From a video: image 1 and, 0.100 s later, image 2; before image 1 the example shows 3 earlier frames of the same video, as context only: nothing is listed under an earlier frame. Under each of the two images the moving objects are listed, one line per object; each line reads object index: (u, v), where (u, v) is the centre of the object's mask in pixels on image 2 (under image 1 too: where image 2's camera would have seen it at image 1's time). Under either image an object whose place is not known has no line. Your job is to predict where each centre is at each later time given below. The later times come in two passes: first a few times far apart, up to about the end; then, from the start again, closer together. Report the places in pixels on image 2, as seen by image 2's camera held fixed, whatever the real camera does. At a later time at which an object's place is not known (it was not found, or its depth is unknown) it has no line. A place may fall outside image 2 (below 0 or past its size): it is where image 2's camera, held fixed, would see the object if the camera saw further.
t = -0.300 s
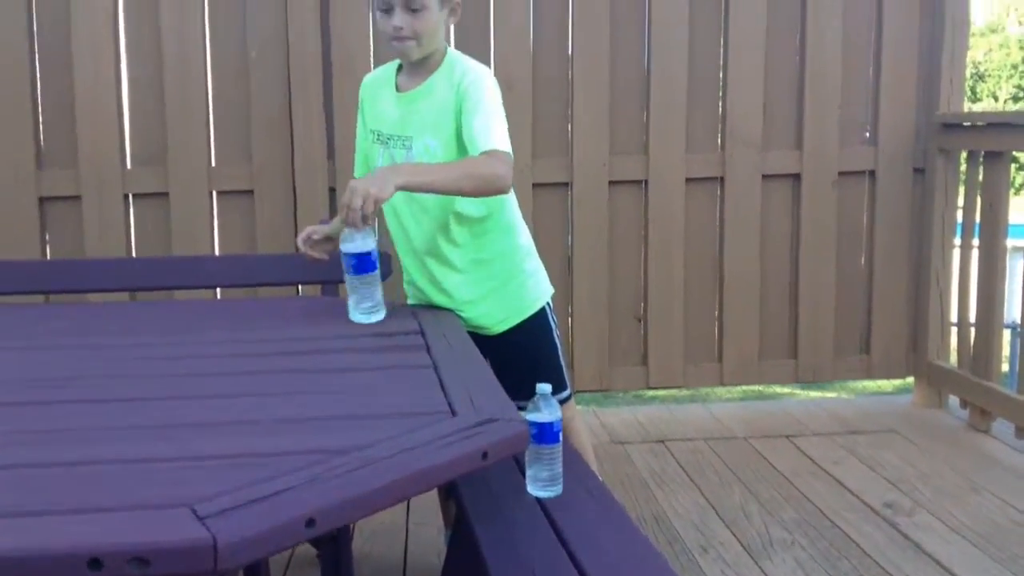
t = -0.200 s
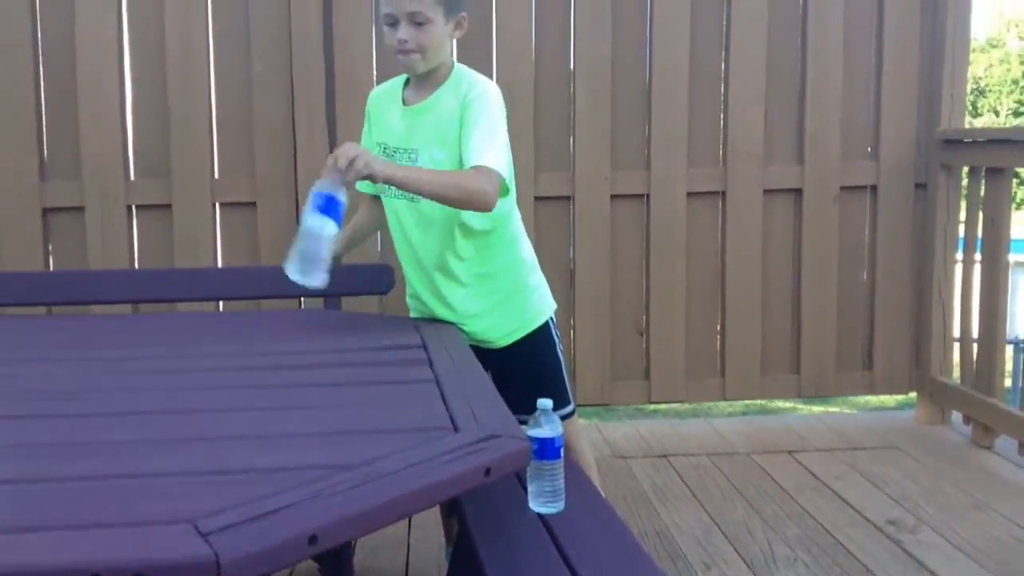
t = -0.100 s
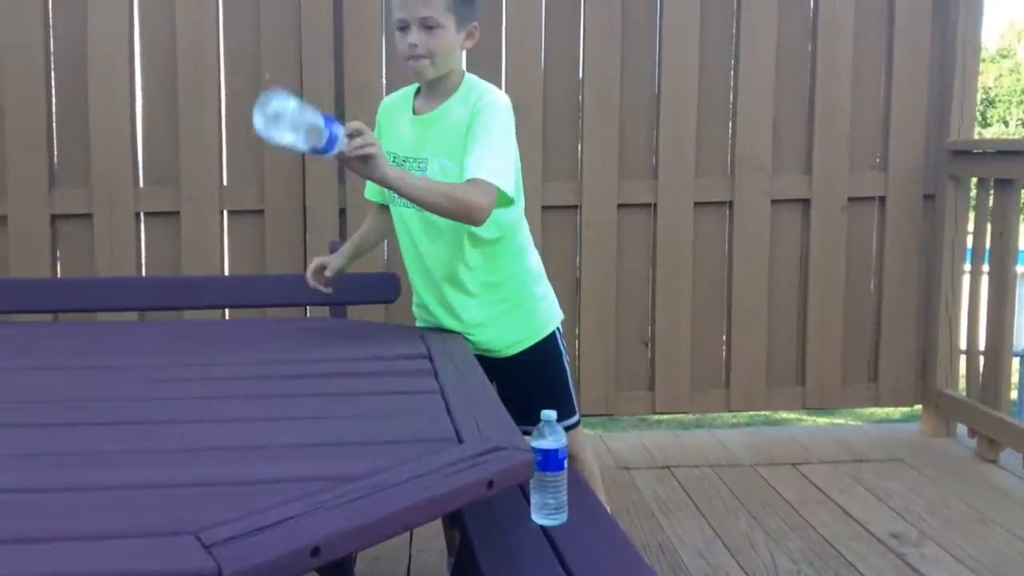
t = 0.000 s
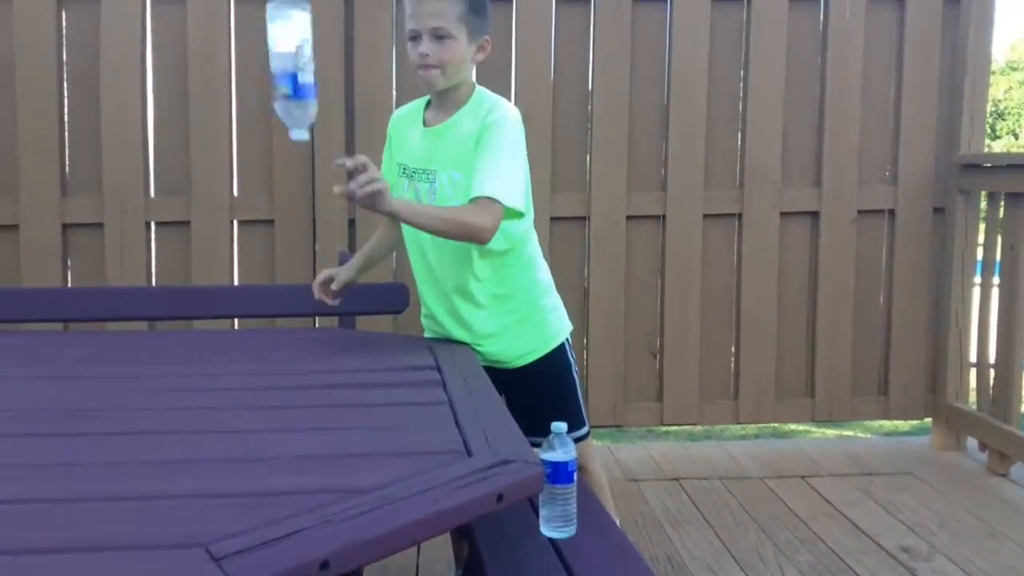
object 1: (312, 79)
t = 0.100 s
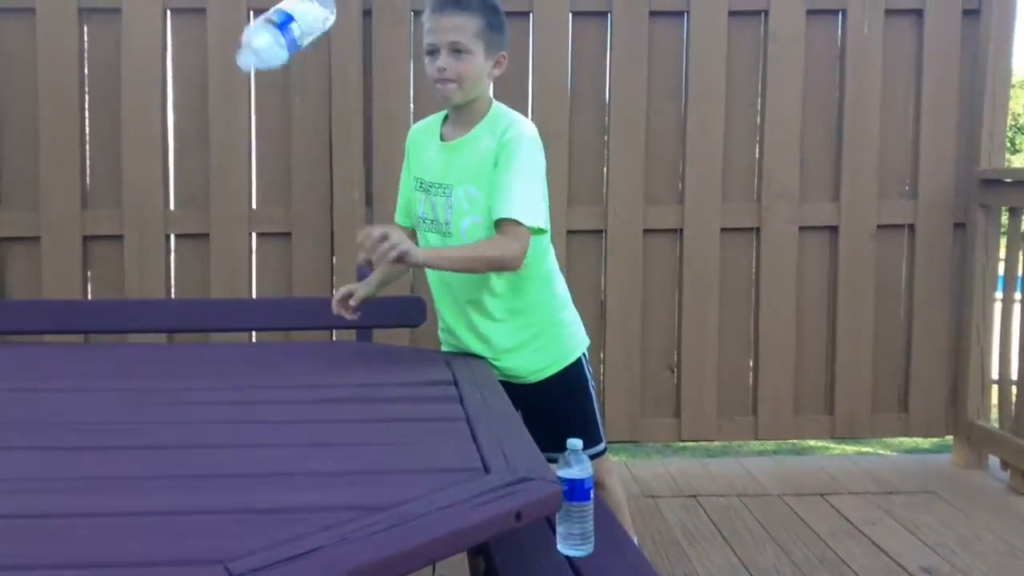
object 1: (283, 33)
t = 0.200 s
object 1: (279, 39)
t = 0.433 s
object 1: (279, 337)
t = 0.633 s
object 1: (274, 361)
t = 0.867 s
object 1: (275, 363)
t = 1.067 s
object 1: (276, 363)
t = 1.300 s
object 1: (274, 364)
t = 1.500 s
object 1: (272, 365)
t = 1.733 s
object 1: (272, 364)
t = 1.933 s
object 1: (273, 364)
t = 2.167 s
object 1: (272, 365)
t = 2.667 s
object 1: (266, 364)
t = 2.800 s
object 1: (266, 365)
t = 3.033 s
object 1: (266, 364)
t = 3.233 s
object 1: (266, 364)
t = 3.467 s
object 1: (266, 365)
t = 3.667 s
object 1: (266, 365)
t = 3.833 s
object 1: (266, 365)
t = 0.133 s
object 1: (281, 24)
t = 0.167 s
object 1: (280, 26)
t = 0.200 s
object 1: (279, 39)
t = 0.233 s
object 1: (279, 60)
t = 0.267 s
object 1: (280, 90)
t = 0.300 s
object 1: (280, 127)
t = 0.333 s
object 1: (281, 172)
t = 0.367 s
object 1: (282, 223)
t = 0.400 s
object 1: (280, 277)
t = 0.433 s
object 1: (279, 337)
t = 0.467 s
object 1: (278, 358)
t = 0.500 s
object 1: (280, 358)
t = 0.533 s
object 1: (280, 358)
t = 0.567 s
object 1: (278, 359)
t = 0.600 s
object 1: (275, 360)
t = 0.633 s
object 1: (274, 361)
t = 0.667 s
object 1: (276, 361)
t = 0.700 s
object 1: (278, 362)
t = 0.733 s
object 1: (275, 361)
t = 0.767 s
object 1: (276, 362)
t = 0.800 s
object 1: (276, 362)
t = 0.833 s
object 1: (275, 362)
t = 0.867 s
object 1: (275, 363)
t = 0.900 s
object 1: (276, 362)
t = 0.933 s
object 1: (275, 362)
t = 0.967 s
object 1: (275, 363)
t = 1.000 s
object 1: (275, 363)
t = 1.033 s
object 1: (276, 363)
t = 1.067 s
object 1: (276, 363)
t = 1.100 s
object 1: (275, 364)
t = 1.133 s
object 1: (275, 364)
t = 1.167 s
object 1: (274, 365)
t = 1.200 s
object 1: (275, 364)
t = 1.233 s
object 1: (275, 364)
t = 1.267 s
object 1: (274, 365)
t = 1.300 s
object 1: (274, 364)
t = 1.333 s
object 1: (273, 365)
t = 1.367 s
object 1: (273, 364)
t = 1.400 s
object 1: (273, 365)
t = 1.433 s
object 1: (273, 365)
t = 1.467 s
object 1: (272, 365)
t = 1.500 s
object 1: (272, 365)
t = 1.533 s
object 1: (272, 365)
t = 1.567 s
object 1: (272, 365)
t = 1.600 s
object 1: (273, 365)
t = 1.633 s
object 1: (273, 364)
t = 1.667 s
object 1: (272, 364)
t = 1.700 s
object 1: (273, 364)
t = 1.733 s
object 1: (272, 364)
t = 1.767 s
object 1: (273, 364)
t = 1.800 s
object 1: (272, 364)
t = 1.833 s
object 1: (272, 364)
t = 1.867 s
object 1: (273, 364)
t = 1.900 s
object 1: (273, 364)
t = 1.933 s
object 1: (273, 364)
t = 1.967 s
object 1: (273, 364)
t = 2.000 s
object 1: (273, 364)
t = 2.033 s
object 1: (272, 364)
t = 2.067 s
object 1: (271, 364)
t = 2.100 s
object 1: (272, 364)
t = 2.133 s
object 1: (272, 364)
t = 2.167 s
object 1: (272, 365)
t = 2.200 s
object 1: (271, 365)
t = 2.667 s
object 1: (266, 364)
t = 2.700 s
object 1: (266, 364)
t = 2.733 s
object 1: (266, 364)
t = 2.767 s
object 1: (266, 364)
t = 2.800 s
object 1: (266, 365)
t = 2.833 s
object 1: (266, 364)
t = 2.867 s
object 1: (266, 365)
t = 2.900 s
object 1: (266, 365)
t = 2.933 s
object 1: (266, 365)
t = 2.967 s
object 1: (266, 365)
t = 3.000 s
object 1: (266, 365)
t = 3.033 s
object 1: (266, 364)
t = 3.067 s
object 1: (266, 364)
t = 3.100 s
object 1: (266, 364)
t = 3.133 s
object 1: (266, 364)
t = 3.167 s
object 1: (266, 364)
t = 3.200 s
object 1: (266, 364)
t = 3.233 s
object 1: (266, 364)
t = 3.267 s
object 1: (266, 365)
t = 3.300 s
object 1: (266, 365)
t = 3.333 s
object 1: (266, 365)
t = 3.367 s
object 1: (266, 365)
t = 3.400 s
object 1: (266, 365)
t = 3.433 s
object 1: (266, 365)
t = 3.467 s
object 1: (266, 365)
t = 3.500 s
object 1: (266, 365)
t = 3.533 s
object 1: (266, 365)
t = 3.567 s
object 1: (266, 365)
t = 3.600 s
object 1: (266, 365)
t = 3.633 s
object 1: (266, 365)
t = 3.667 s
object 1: (266, 365)
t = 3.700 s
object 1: (266, 365)
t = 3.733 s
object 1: (266, 365)
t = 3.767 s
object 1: (266, 365)
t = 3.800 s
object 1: (266, 365)
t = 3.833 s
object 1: (266, 365)
